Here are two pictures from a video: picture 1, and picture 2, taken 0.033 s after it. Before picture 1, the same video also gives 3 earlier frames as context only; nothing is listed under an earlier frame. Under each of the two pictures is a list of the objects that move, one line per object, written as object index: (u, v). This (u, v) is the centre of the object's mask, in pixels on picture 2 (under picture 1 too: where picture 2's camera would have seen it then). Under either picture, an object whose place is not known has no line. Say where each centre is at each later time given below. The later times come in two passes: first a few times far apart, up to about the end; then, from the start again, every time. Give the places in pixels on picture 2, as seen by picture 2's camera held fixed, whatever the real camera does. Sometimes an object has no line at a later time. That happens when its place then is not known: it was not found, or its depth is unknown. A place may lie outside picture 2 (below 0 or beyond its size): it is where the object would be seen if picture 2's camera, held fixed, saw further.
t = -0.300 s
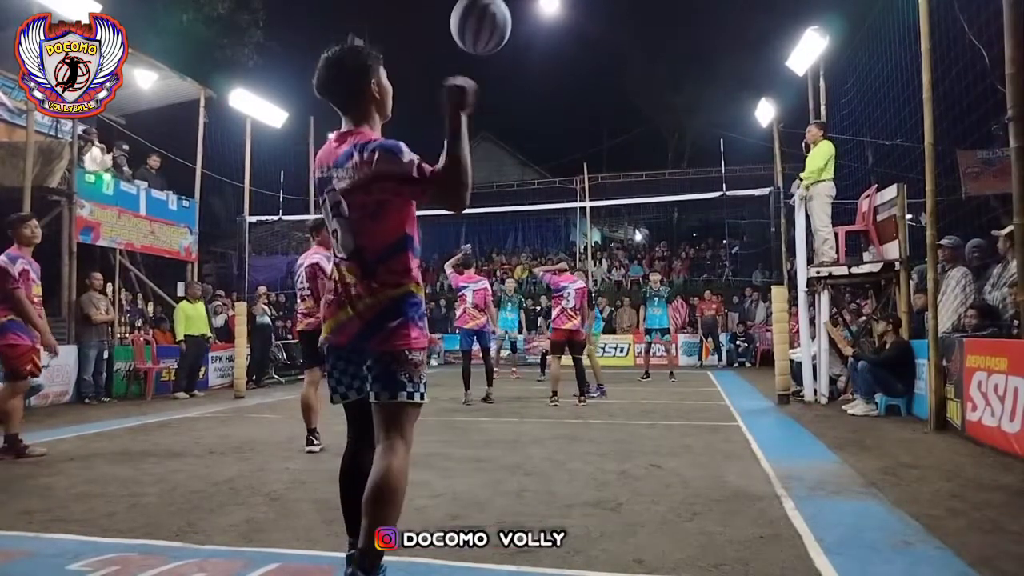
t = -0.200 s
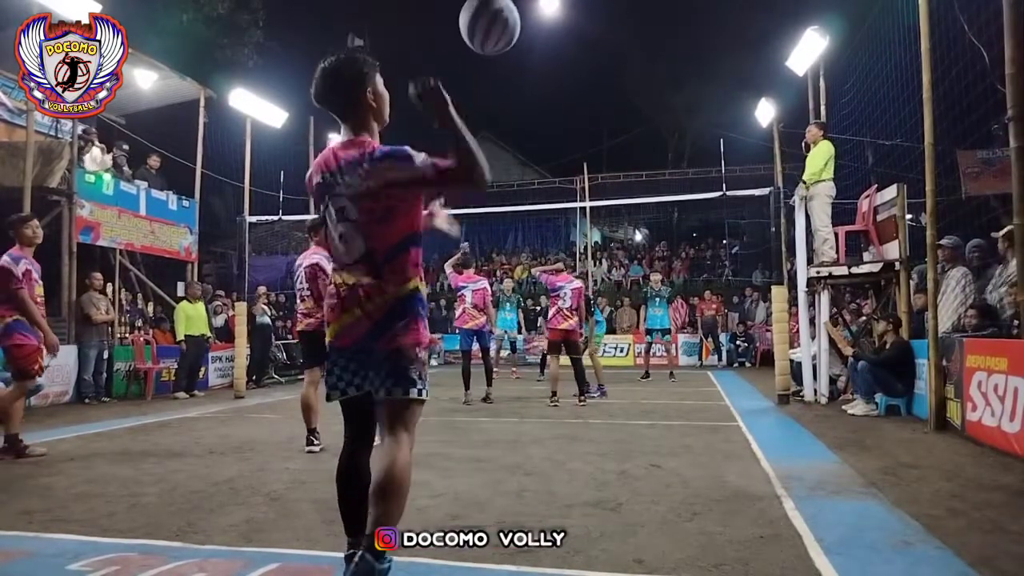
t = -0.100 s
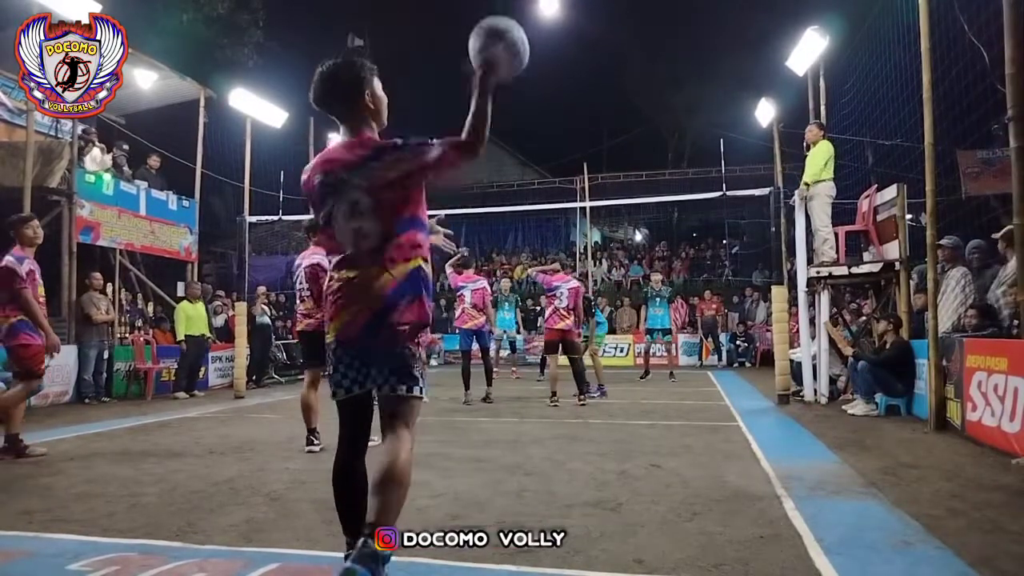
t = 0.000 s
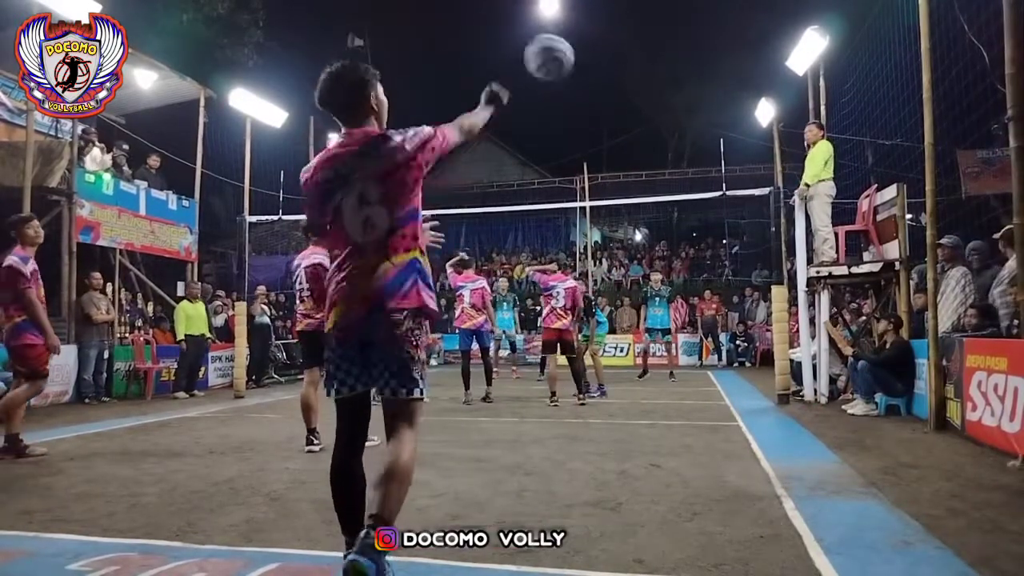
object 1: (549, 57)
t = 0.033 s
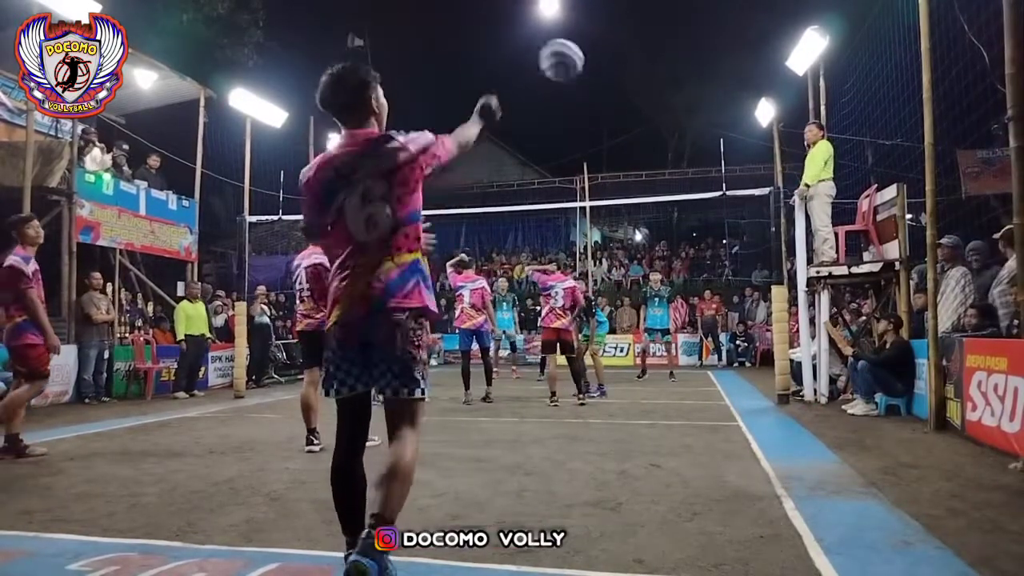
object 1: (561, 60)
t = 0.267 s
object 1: (600, 101)
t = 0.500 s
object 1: (608, 171)
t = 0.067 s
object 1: (570, 63)
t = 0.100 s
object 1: (578, 68)
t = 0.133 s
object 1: (585, 72)
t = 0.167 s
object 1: (589, 78)
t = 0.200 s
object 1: (594, 85)
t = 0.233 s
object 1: (597, 93)
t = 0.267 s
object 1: (600, 101)
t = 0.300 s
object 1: (602, 110)
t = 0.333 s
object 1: (604, 120)
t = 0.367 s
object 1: (605, 130)
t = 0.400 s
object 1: (606, 140)
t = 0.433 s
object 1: (607, 151)
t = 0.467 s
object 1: (608, 161)
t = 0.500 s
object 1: (608, 171)
